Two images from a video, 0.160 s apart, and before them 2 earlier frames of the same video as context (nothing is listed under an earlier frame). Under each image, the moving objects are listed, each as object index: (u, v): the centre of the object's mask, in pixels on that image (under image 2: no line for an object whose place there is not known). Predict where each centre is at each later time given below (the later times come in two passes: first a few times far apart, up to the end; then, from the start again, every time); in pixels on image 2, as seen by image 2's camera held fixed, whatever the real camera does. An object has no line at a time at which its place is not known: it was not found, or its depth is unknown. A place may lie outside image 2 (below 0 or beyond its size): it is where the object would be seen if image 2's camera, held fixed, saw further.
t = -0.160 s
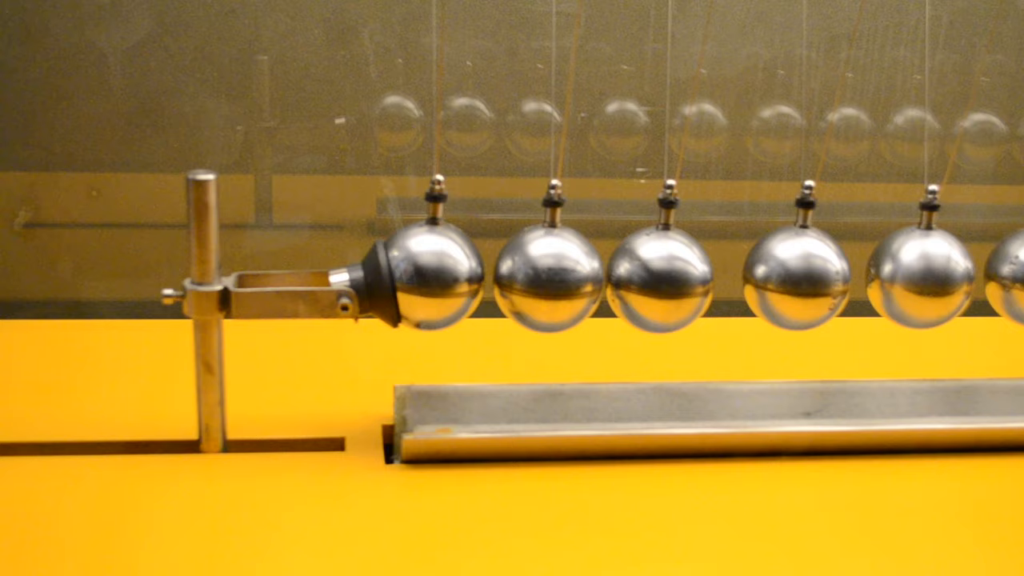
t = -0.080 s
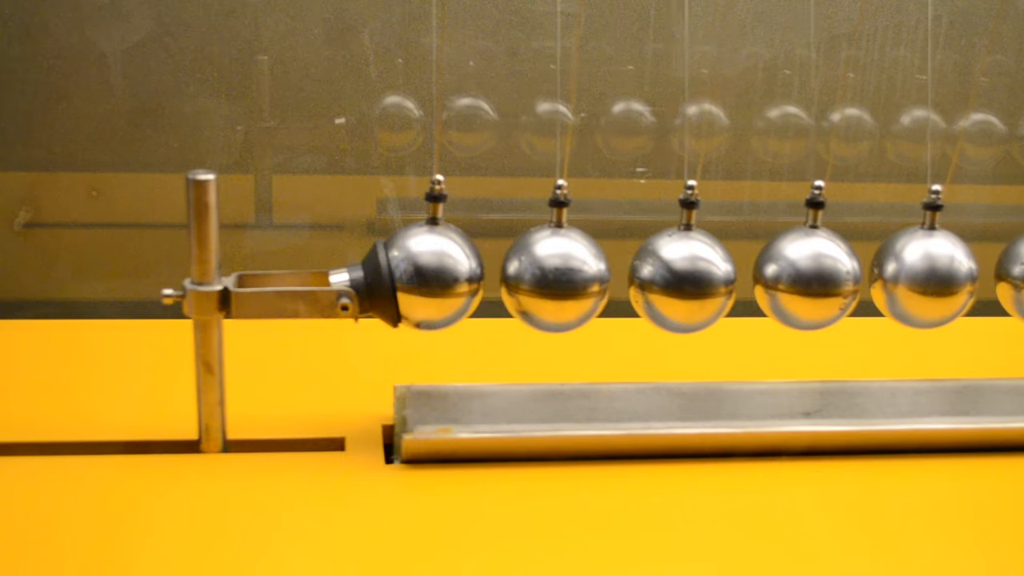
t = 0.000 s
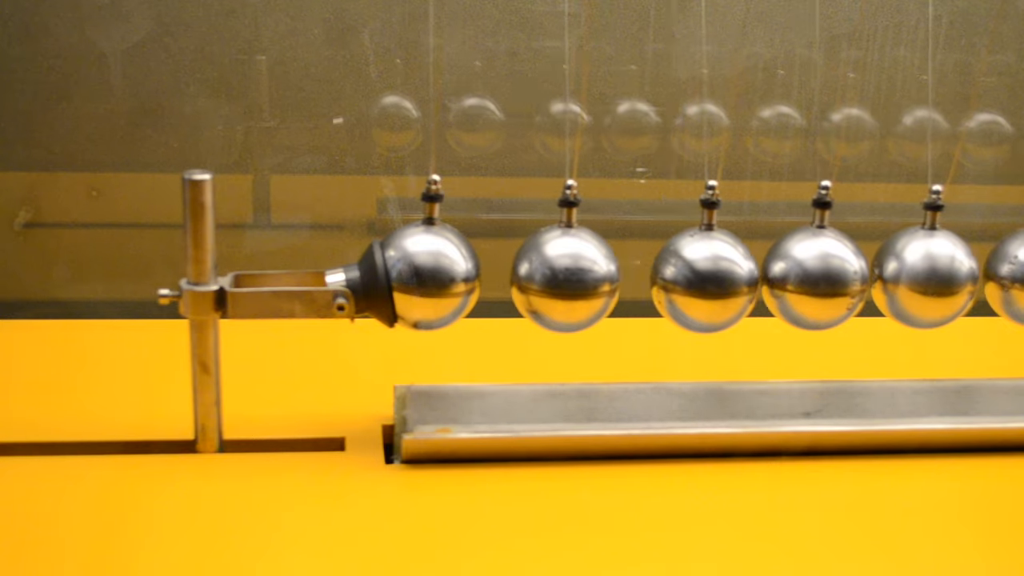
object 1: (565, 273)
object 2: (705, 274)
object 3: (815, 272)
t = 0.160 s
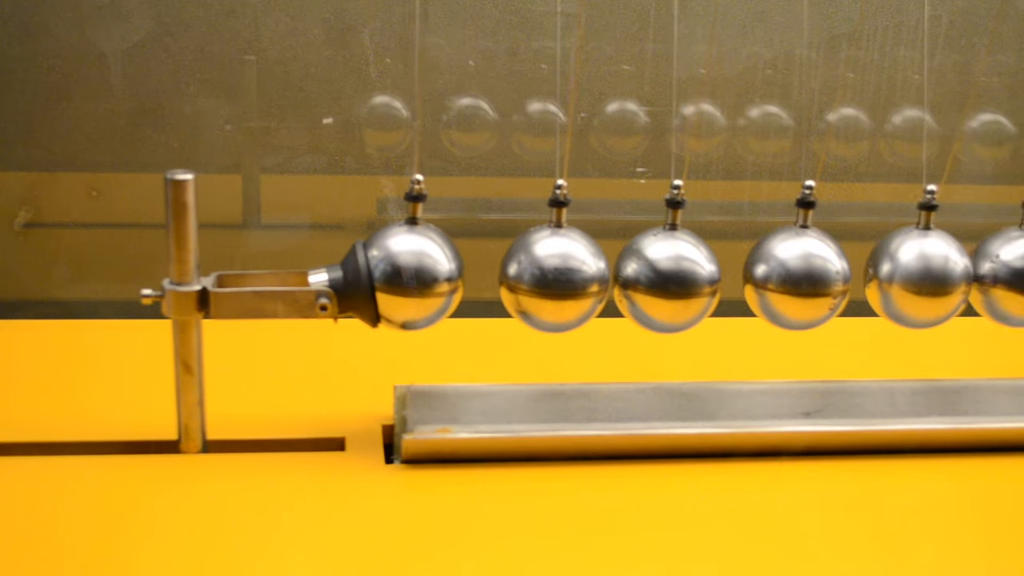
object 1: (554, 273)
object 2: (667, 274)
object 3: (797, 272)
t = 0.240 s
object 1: (549, 272)
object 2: (659, 274)
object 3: (797, 272)
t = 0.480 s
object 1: (564, 273)
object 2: (697, 274)
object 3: (809, 272)
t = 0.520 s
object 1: (563, 273)
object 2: (686, 274)
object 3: (805, 273)
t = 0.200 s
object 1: (550, 273)
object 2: (659, 274)
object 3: (795, 272)
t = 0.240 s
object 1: (549, 272)
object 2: (659, 274)
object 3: (797, 272)
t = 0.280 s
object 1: (550, 273)
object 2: (667, 274)
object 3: (801, 272)
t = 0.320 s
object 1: (555, 273)
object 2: (681, 274)
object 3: (807, 272)
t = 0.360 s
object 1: (560, 273)
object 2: (695, 274)
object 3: (812, 272)
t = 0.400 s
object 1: (565, 273)
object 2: (704, 274)
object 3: (815, 272)
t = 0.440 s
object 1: (566, 273)
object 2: (703, 274)
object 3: (813, 272)
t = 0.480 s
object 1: (564, 273)
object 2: (697, 274)
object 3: (809, 272)
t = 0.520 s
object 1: (563, 273)
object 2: (686, 274)
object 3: (805, 273)
